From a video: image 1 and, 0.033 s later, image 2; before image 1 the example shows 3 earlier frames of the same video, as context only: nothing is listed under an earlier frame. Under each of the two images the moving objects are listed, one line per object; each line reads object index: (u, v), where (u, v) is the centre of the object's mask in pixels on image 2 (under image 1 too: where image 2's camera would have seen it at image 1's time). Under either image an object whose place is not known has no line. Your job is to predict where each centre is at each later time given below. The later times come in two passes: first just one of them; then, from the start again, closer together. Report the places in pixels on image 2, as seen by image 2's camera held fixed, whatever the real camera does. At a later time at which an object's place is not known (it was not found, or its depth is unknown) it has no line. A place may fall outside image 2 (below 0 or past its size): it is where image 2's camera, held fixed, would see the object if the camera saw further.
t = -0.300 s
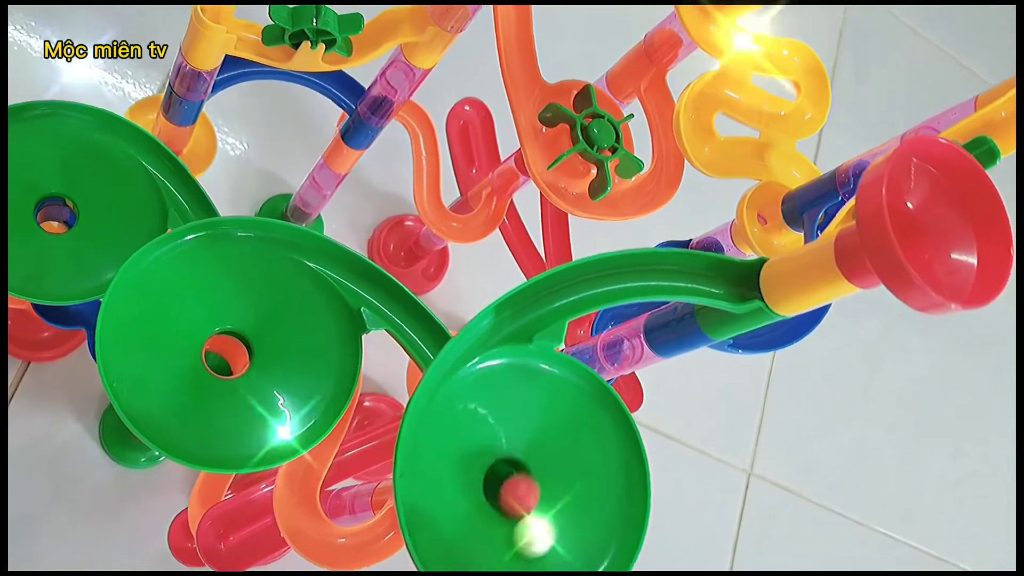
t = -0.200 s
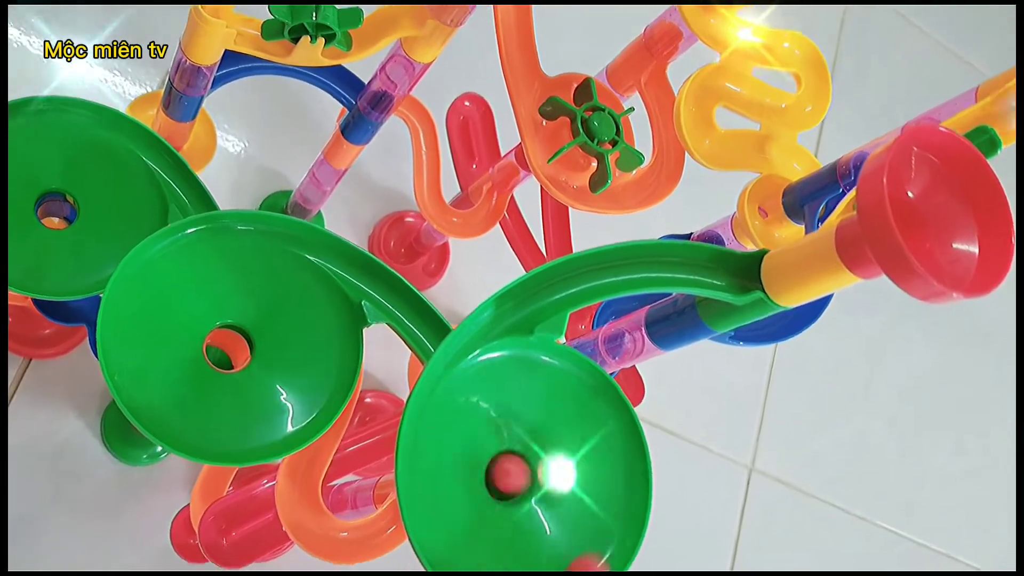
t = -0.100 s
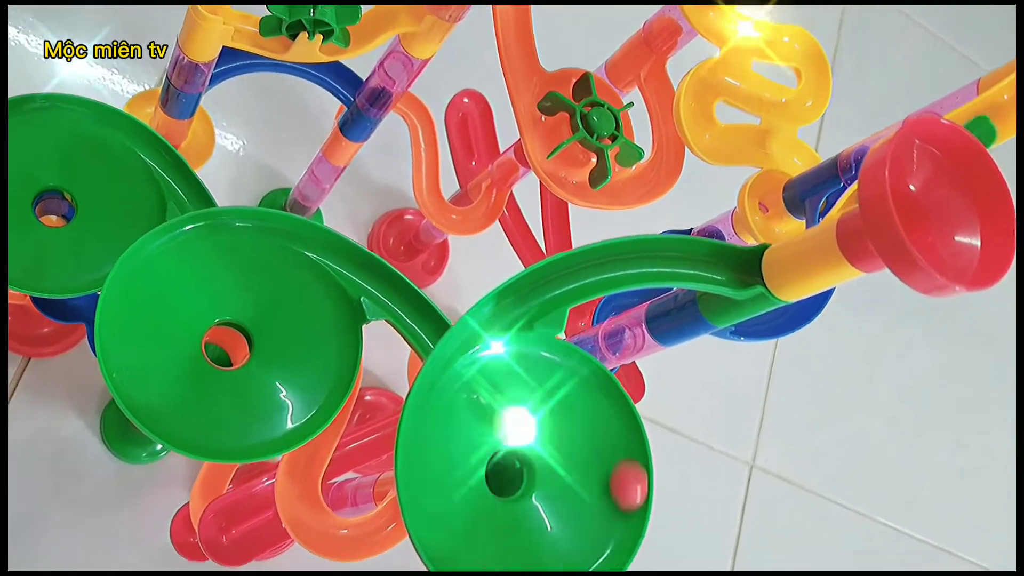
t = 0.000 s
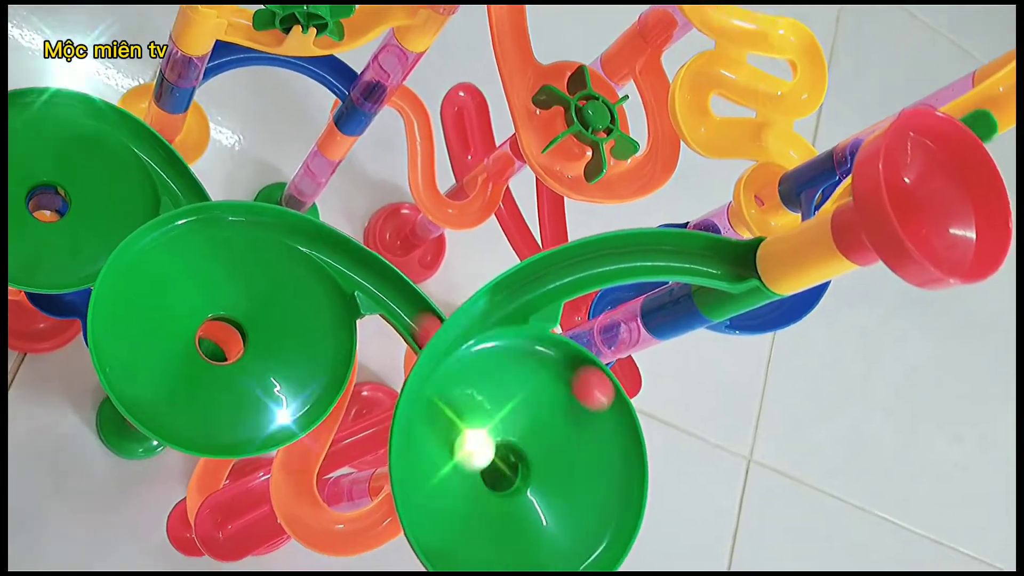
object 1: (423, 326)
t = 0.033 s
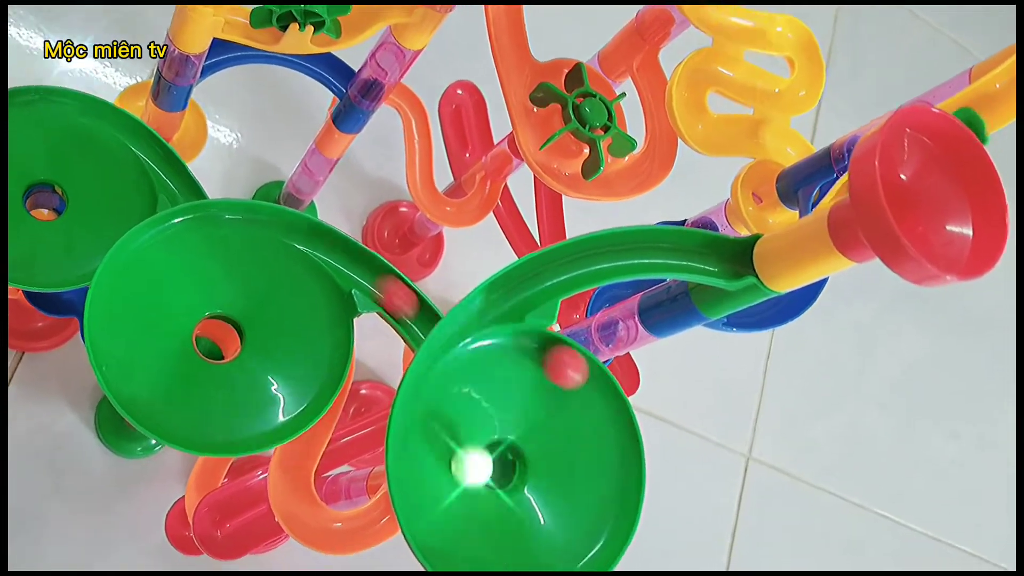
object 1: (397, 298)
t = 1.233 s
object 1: (251, 231)
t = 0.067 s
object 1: (376, 280)
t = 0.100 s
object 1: (329, 248)
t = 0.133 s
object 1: (272, 228)
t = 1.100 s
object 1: (329, 321)
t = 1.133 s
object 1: (321, 292)
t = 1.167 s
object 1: (304, 267)
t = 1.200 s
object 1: (279, 245)
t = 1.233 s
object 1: (251, 231)
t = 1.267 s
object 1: (222, 222)
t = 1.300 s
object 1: (194, 227)
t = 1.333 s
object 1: (170, 244)
